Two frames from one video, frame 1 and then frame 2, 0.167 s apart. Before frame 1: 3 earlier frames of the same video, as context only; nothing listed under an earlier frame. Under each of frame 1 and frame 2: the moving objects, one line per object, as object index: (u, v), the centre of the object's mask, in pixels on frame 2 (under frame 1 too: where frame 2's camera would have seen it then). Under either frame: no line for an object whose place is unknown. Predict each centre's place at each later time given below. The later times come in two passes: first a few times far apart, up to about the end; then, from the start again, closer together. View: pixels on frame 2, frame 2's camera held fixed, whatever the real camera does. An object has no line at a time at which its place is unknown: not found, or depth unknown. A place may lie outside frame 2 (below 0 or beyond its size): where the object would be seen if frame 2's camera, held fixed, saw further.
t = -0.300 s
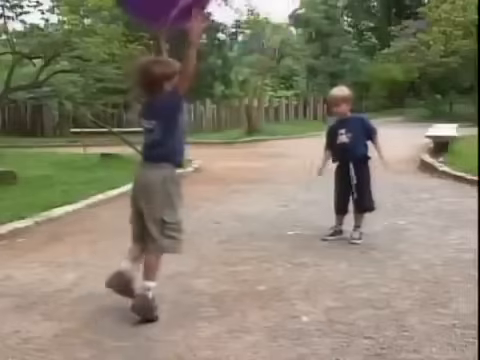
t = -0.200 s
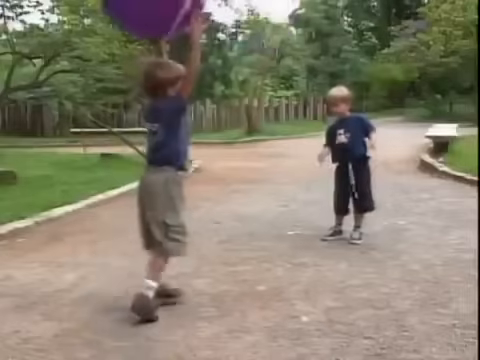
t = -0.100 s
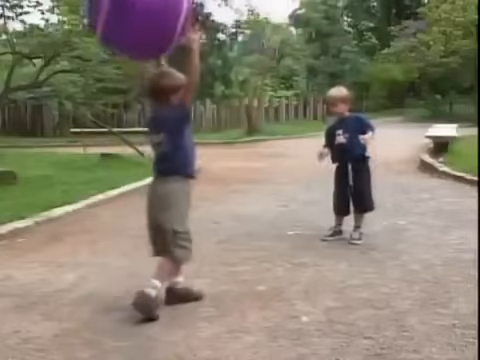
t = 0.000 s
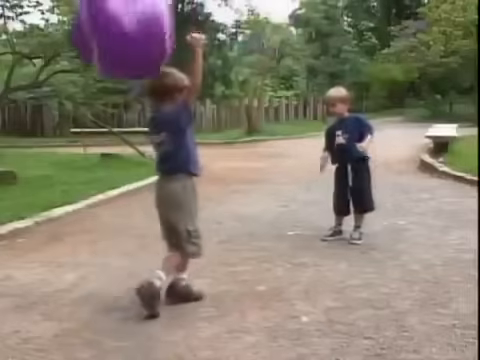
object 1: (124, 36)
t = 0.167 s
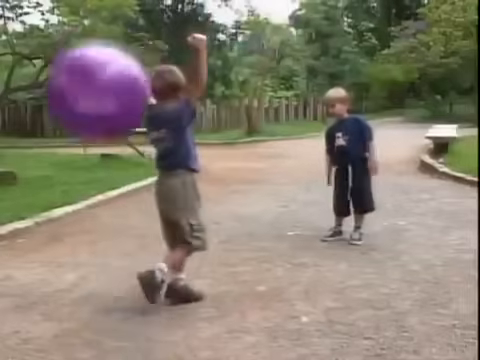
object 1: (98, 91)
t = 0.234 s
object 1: (87, 125)
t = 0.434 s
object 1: (62, 269)
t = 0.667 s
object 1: (24, 162)
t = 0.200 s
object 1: (92, 104)
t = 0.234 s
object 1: (87, 125)
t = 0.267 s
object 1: (81, 146)
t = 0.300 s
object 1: (78, 165)
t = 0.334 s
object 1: (73, 188)
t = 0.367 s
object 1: (69, 214)
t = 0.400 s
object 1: (65, 237)
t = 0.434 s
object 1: (62, 269)
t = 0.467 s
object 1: (56, 278)
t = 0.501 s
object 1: (48, 258)
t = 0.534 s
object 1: (42, 234)
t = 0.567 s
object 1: (37, 213)
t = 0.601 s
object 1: (33, 195)
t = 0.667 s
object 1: (24, 162)
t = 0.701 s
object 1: (21, 147)
